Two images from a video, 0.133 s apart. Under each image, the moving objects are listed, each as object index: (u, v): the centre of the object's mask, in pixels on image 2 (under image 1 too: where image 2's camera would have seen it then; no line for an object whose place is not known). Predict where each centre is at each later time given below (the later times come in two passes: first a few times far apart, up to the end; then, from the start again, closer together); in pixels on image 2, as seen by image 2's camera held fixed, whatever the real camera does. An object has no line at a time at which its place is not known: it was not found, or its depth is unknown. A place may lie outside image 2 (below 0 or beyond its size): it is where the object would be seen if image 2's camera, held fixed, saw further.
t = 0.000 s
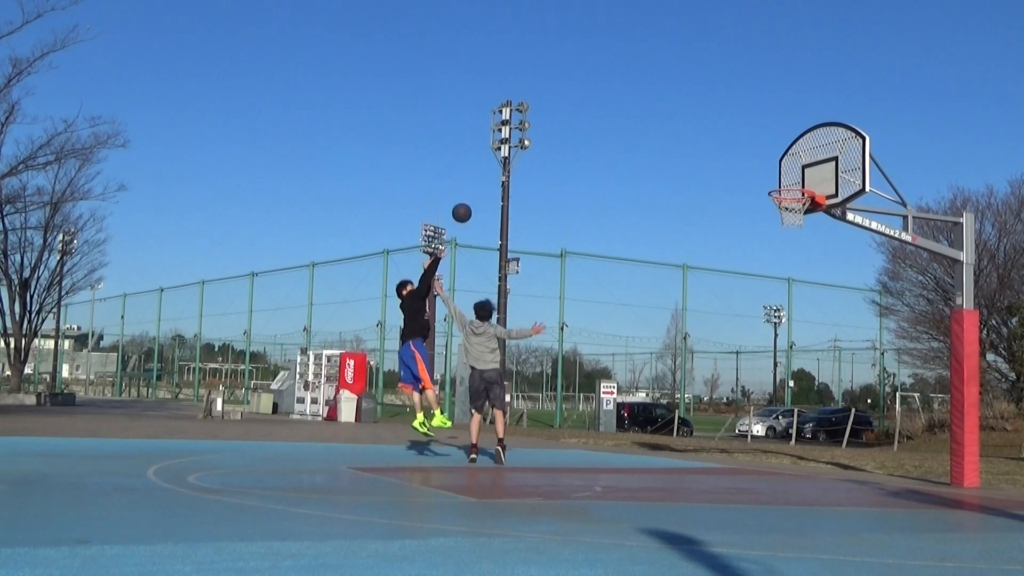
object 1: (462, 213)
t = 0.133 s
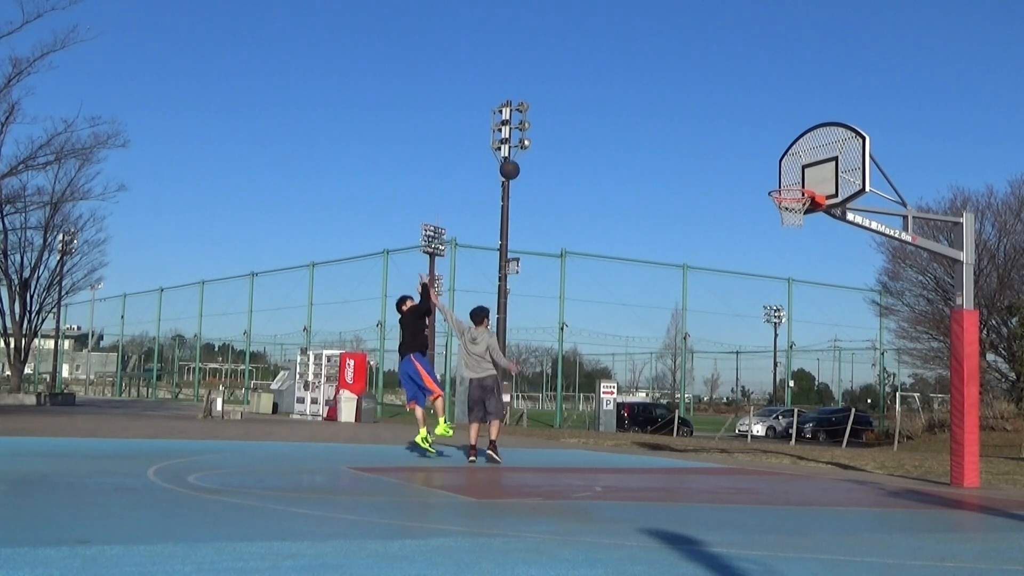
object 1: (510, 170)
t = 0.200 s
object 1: (534, 153)
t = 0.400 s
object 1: (607, 123)
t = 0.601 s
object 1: (684, 127)
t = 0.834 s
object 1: (778, 175)
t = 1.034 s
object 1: (774, 251)
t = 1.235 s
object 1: (737, 358)
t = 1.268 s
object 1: (731, 379)
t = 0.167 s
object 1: (522, 161)
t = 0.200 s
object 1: (534, 153)
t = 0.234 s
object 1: (546, 146)
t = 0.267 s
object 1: (558, 140)
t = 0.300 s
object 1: (570, 134)
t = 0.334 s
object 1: (582, 130)
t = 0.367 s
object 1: (595, 126)
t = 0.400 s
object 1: (607, 123)
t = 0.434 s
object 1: (620, 122)
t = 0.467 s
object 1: (632, 121)
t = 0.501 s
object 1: (645, 121)
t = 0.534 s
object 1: (658, 122)
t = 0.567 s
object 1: (671, 124)
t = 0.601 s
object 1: (684, 127)
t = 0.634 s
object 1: (697, 130)
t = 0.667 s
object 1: (710, 135)
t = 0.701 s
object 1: (724, 141)
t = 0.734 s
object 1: (737, 148)
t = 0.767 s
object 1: (751, 156)
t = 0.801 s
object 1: (764, 165)
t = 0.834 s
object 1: (778, 175)
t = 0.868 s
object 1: (792, 183)
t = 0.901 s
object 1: (796, 198)
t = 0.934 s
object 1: (790, 207)
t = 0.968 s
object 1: (787, 224)
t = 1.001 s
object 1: (781, 237)
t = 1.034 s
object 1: (774, 251)
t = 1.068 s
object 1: (768, 266)
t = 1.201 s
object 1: (743, 337)
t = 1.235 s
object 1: (737, 358)
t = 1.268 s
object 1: (731, 379)
